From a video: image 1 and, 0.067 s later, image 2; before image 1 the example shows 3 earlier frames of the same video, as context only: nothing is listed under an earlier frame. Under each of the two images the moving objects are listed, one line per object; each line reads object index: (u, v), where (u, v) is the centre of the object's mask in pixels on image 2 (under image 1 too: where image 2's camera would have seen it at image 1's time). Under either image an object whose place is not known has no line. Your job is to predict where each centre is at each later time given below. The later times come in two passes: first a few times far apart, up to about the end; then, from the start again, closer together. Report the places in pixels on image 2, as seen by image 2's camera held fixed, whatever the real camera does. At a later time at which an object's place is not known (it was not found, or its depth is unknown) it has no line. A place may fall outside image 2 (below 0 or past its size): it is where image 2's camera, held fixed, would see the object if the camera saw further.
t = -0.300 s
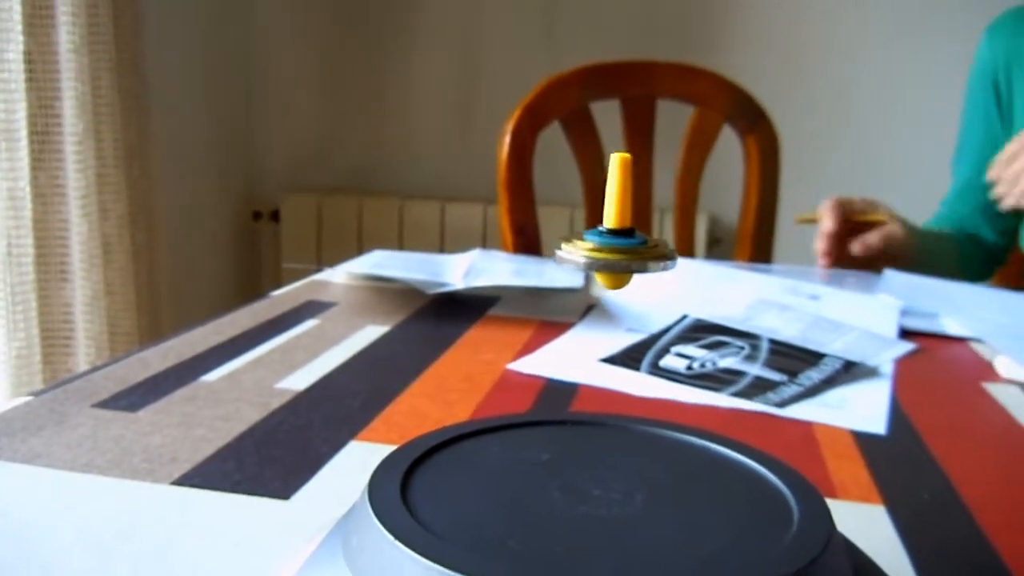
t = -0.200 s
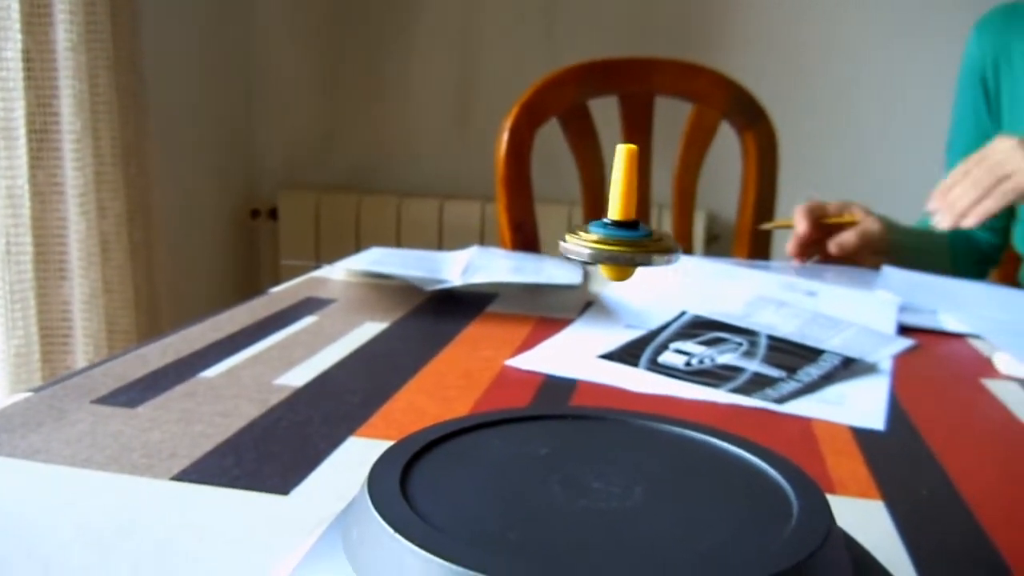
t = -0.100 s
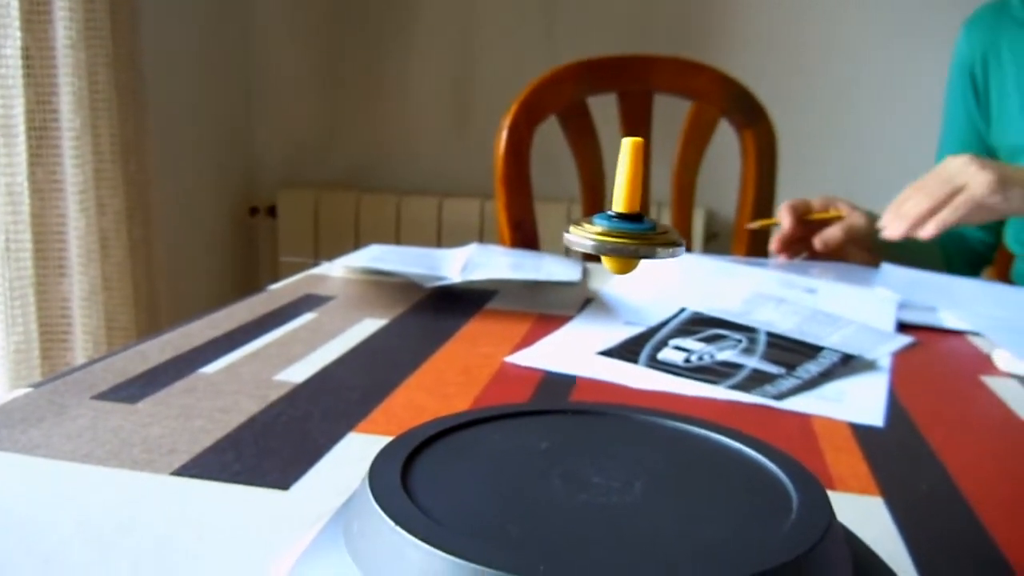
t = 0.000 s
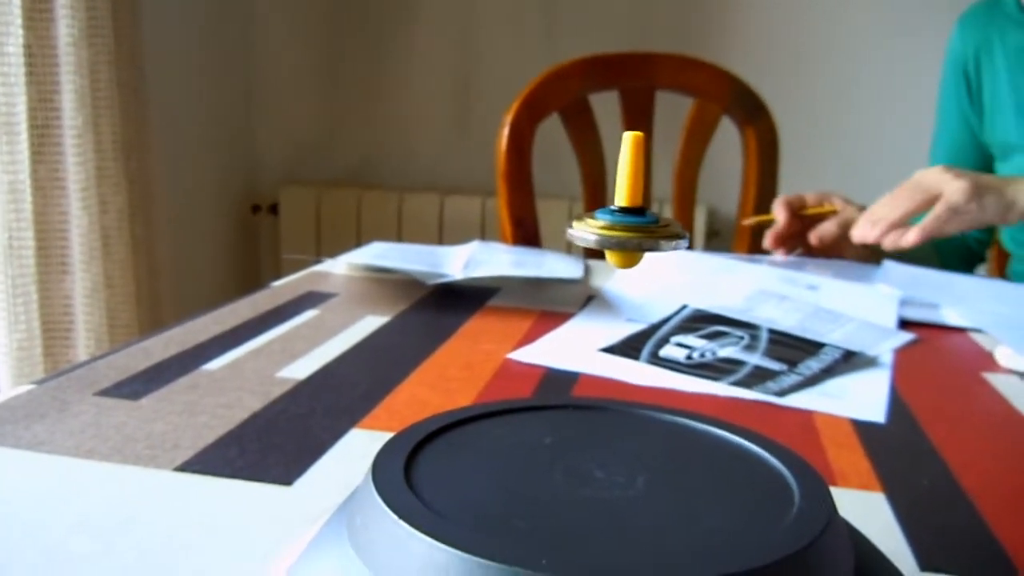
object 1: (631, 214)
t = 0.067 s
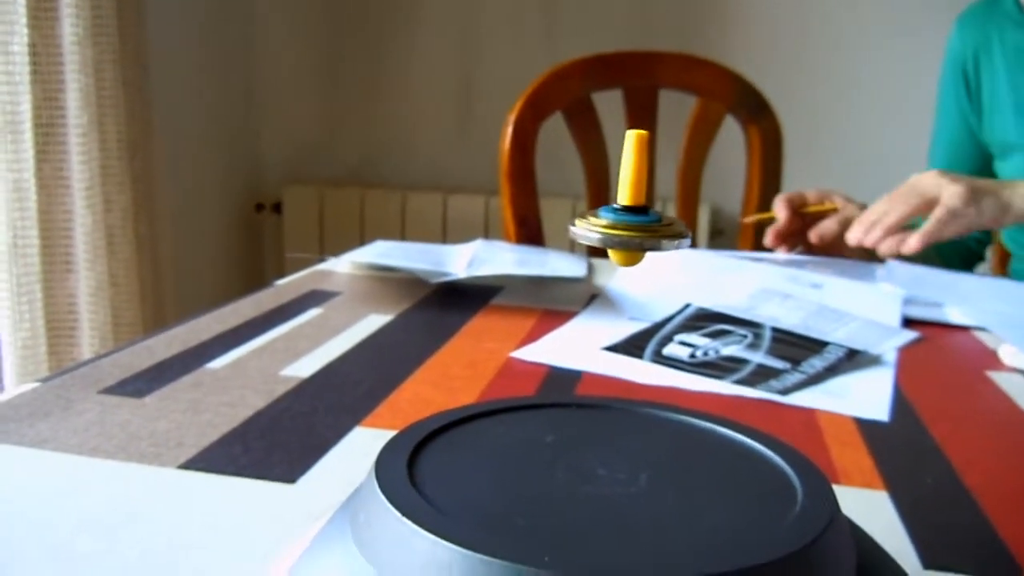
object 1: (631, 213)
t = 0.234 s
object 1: (626, 212)
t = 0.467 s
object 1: (614, 210)
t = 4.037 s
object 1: (610, 207)
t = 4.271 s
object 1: (615, 203)
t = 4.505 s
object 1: (617, 209)
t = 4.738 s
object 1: (616, 211)
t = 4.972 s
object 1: (615, 204)
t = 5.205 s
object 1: (611, 202)
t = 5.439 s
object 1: (608, 199)
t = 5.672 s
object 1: (604, 197)
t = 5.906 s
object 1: (593, 204)
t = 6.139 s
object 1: (571, 210)
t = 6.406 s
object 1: (562, 218)
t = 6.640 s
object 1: (566, 222)
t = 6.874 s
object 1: (572, 224)
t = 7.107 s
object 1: (565, 232)
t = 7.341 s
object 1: (552, 248)
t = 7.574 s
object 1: (534, 259)
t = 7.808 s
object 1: (530, 261)
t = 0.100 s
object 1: (630, 213)
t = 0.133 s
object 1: (629, 213)
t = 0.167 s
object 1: (628, 213)
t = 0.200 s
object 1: (627, 212)
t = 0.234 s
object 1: (626, 212)
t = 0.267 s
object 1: (624, 213)
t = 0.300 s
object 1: (622, 212)
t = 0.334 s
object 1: (620, 211)
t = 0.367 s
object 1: (619, 211)
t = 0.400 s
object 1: (617, 210)
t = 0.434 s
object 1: (616, 210)
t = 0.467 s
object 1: (614, 210)
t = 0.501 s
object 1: (612, 211)
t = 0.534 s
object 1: (610, 209)
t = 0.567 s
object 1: (610, 209)
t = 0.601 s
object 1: (609, 208)
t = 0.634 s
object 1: (607, 206)
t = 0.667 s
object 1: (605, 202)
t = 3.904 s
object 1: (609, 203)
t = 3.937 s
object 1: (609, 204)
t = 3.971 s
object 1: (610, 206)
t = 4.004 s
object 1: (610, 206)
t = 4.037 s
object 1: (610, 207)
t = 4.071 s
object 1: (610, 207)
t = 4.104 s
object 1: (610, 207)
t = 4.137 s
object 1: (611, 207)
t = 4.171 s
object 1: (613, 207)
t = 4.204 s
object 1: (613, 206)
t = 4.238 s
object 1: (613, 205)
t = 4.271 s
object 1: (615, 203)
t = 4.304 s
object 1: (615, 203)
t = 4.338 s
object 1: (615, 202)
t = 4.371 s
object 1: (616, 203)
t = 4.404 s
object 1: (616, 204)
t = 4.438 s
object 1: (616, 206)
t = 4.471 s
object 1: (616, 207)
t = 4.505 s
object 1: (617, 209)
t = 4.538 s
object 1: (617, 209)
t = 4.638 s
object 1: (616, 210)
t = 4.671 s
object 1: (616, 210)
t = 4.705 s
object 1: (616, 211)
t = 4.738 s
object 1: (616, 211)
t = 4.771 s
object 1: (616, 210)
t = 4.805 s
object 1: (616, 209)
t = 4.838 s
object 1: (616, 208)
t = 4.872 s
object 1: (616, 207)
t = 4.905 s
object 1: (615, 205)
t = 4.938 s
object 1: (615, 205)
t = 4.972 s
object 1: (615, 204)
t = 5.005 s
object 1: (614, 202)
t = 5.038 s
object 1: (615, 203)
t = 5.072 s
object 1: (615, 202)
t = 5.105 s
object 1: (614, 202)
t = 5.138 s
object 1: (613, 202)
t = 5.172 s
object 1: (613, 202)
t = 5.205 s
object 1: (611, 202)
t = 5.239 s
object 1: (610, 203)
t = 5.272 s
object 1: (609, 203)
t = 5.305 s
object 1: (609, 202)
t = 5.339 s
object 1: (609, 202)
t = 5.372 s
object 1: (609, 202)
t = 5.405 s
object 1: (609, 200)
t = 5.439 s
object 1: (608, 199)
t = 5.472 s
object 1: (607, 197)
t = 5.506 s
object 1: (606, 196)
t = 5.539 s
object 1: (606, 195)
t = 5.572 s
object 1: (606, 195)
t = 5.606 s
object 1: (605, 195)
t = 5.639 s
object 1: (605, 196)
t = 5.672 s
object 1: (604, 197)
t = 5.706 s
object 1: (603, 198)
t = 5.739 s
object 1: (601, 199)
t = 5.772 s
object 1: (600, 200)
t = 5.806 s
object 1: (599, 201)
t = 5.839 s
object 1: (598, 202)
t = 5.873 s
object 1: (596, 202)
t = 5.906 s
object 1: (593, 204)
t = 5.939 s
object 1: (590, 205)
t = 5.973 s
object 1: (585, 206)
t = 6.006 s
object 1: (581, 207)
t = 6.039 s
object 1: (578, 207)
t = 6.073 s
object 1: (575, 208)
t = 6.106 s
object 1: (572, 209)
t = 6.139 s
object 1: (571, 210)
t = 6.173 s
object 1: (569, 211)
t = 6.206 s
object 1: (568, 211)
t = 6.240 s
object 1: (567, 213)
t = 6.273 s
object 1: (566, 214)
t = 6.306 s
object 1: (565, 215)
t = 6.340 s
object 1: (563, 216)
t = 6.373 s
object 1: (562, 217)
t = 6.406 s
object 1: (562, 218)
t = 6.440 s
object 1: (562, 219)
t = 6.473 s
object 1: (562, 219)
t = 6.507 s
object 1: (562, 220)
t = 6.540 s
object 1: (563, 221)
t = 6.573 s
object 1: (564, 222)
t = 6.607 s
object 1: (565, 222)
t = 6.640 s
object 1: (566, 222)
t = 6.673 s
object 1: (567, 223)
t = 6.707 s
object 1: (568, 223)
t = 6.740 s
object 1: (569, 223)
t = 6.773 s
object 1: (571, 223)
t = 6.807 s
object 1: (572, 223)
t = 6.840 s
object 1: (572, 224)
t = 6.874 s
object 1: (572, 224)
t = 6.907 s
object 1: (573, 224)
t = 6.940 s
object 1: (573, 225)
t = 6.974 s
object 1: (573, 226)
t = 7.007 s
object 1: (571, 227)
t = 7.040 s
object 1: (570, 229)
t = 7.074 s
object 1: (568, 230)
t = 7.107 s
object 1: (565, 232)
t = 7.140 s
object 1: (564, 234)
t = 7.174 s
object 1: (563, 236)
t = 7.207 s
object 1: (561, 238)
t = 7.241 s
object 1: (558, 240)
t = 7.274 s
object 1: (557, 243)
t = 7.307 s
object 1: (555, 246)
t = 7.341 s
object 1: (552, 248)
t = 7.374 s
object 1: (549, 249)
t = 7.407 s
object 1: (547, 251)
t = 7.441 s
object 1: (543, 253)
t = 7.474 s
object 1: (541, 255)
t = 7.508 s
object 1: (539, 256)
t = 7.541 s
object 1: (536, 257)
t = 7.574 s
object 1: (534, 259)
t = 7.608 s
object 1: (532, 259)
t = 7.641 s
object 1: (532, 260)
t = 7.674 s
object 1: (532, 261)
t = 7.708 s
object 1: (531, 261)
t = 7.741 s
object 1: (530, 261)
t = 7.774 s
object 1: (530, 261)
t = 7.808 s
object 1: (530, 261)
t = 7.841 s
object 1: (530, 261)
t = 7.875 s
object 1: (530, 260)
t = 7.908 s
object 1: (530, 260)
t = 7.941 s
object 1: (531, 260)
